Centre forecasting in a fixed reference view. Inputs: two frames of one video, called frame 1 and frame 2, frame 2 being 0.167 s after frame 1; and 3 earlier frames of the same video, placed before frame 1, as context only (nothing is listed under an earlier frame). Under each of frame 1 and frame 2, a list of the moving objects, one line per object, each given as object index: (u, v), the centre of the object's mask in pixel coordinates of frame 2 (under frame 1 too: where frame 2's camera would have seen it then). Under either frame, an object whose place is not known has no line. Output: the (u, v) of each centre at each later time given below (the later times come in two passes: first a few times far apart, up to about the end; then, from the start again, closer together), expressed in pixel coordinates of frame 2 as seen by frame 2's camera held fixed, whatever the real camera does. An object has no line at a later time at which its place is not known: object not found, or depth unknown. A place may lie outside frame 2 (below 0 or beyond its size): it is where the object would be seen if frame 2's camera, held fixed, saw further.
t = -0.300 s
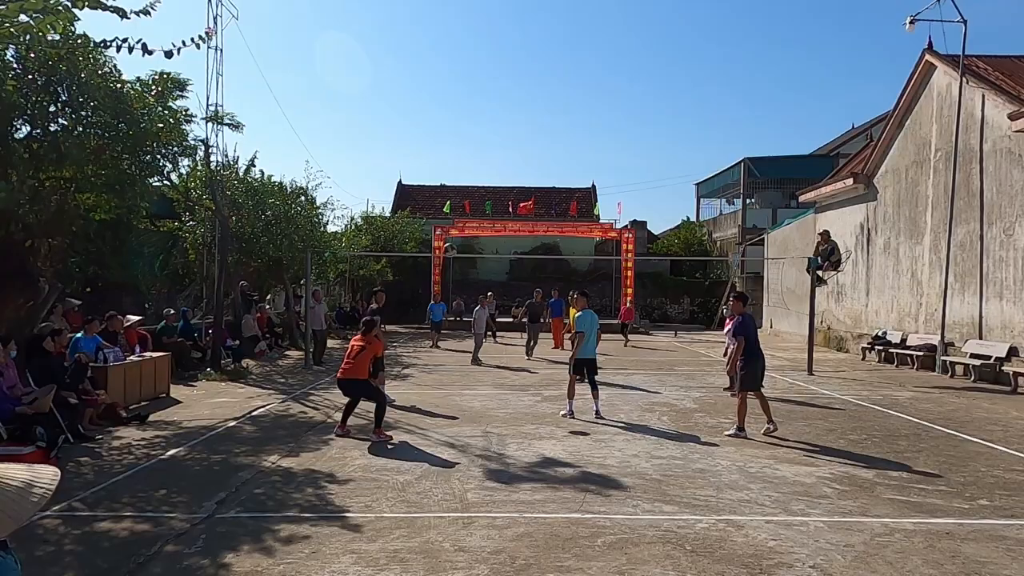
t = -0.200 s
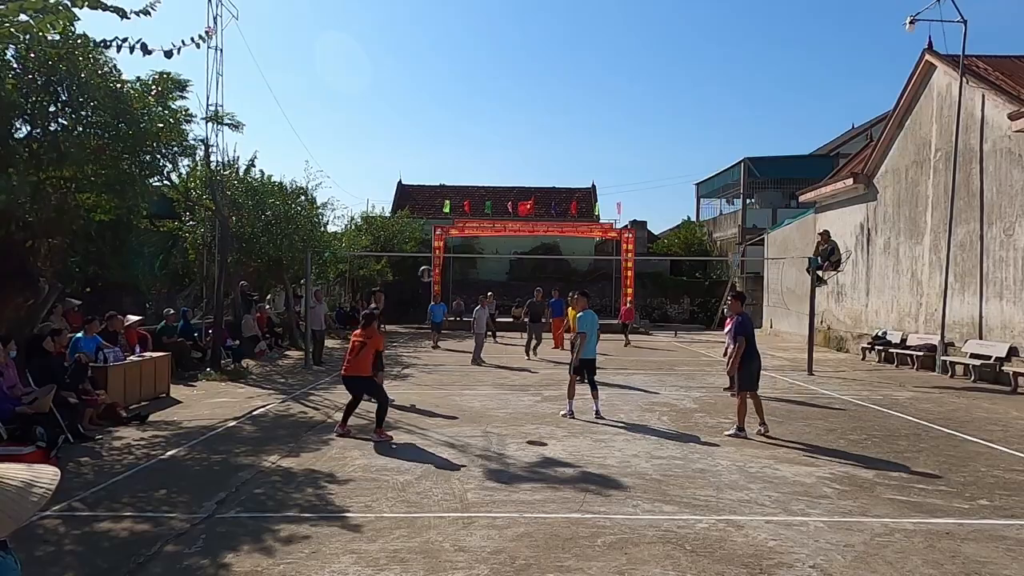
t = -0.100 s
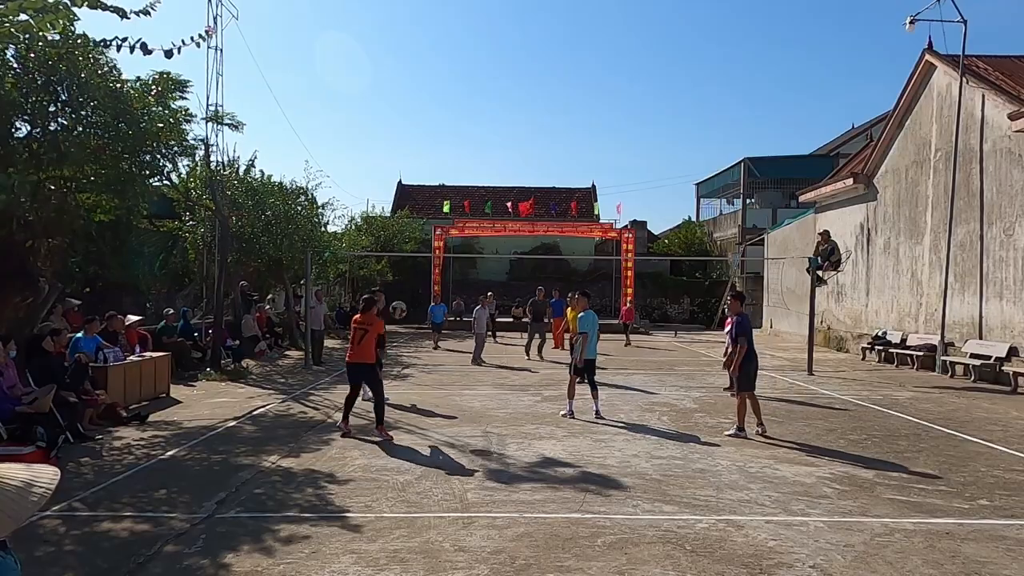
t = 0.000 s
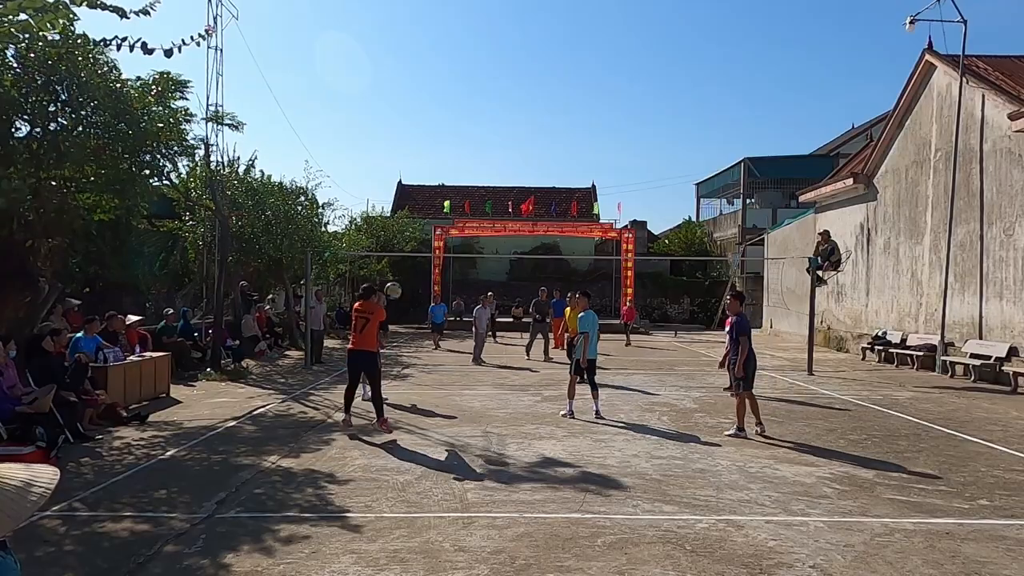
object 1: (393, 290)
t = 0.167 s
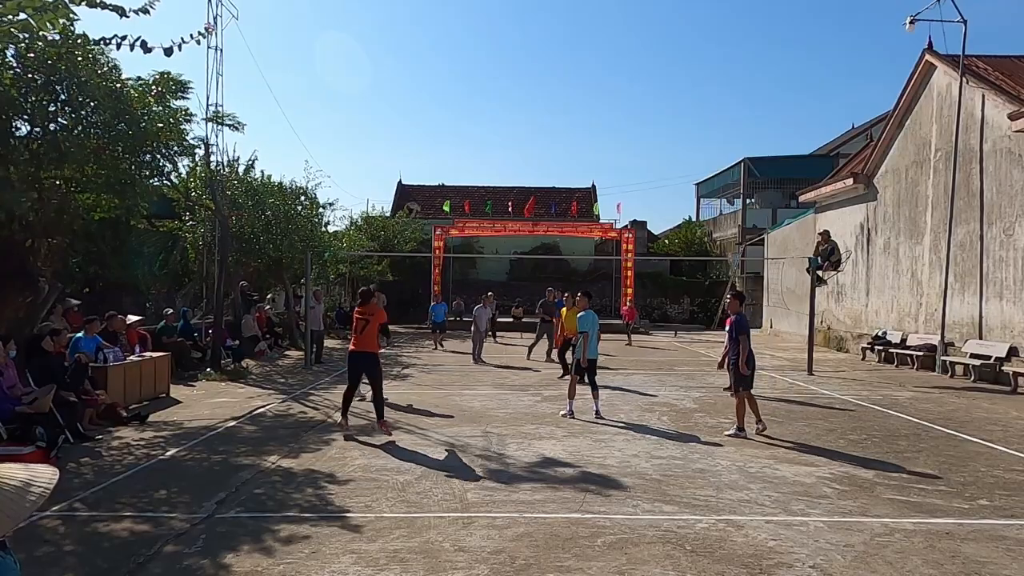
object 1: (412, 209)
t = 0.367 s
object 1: (431, 151)
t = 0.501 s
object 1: (443, 130)
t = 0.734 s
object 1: (462, 125)
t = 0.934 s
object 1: (475, 148)
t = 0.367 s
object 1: (431, 151)
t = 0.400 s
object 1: (434, 144)
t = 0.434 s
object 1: (437, 139)
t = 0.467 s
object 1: (440, 134)
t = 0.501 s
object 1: (443, 130)
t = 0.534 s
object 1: (446, 127)
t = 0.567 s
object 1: (449, 125)
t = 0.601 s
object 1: (451, 123)
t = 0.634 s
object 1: (454, 123)
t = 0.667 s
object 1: (457, 123)
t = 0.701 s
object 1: (459, 123)
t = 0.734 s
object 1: (462, 125)
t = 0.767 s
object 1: (464, 127)
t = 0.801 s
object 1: (466, 130)
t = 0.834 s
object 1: (469, 134)
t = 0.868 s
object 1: (471, 138)
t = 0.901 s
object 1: (473, 143)
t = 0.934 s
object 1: (475, 148)
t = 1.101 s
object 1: (485, 183)
